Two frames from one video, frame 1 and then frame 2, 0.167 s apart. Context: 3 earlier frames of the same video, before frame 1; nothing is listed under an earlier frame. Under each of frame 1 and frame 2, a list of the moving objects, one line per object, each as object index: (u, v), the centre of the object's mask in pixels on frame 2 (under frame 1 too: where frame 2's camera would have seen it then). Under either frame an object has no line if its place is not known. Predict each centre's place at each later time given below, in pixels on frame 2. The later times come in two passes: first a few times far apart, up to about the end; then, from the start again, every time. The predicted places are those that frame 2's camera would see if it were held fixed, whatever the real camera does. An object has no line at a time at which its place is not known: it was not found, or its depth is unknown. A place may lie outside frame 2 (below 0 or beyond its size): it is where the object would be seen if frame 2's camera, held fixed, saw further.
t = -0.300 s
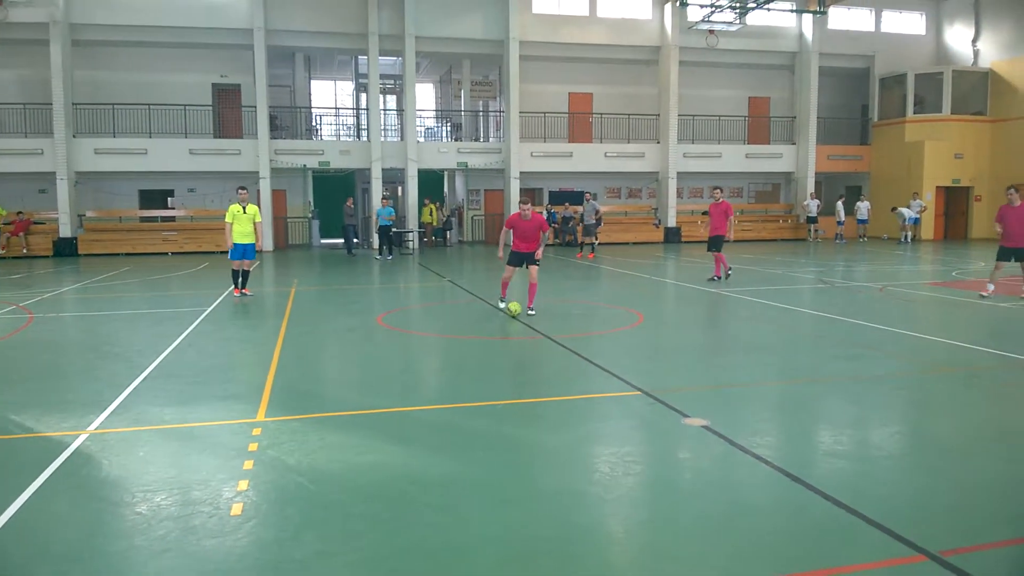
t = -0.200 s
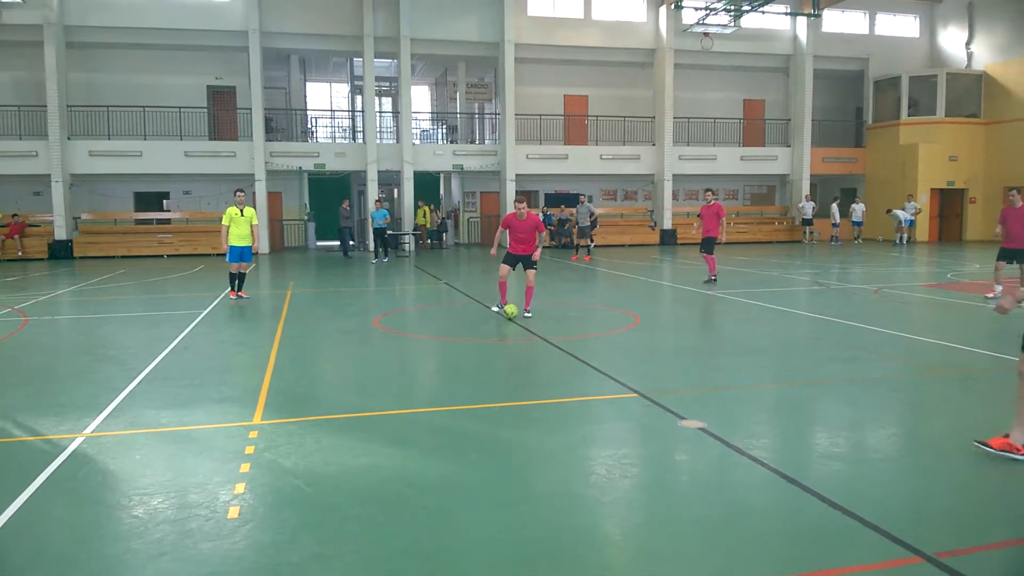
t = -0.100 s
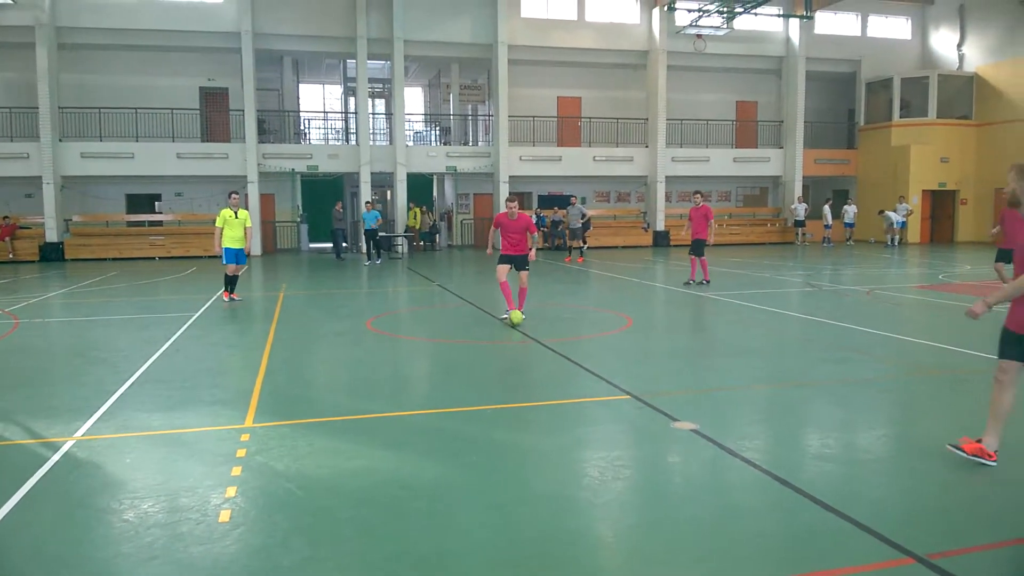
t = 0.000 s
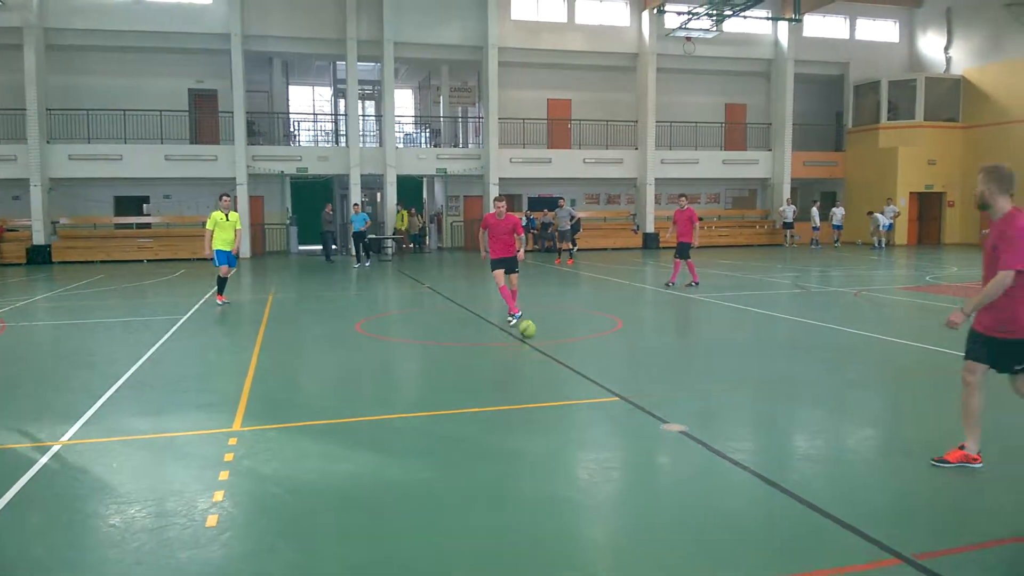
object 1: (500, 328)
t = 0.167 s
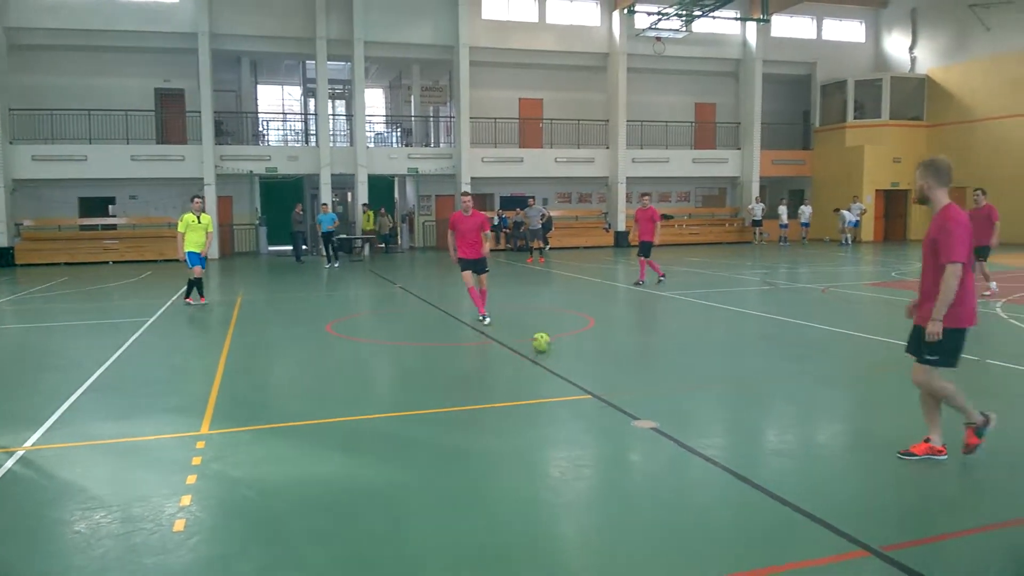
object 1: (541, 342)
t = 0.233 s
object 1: (559, 349)
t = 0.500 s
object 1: (642, 380)
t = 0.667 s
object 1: (703, 401)
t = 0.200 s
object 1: (550, 345)
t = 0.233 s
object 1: (559, 349)
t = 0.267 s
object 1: (569, 352)
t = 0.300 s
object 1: (578, 356)
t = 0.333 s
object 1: (588, 360)
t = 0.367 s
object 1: (598, 363)
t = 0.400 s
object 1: (609, 366)
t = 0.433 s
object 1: (619, 371)
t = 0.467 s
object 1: (630, 374)
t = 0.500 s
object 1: (642, 380)
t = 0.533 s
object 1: (652, 383)
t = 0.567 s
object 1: (665, 387)
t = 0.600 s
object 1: (676, 391)
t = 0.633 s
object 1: (688, 396)
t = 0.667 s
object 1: (703, 401)
